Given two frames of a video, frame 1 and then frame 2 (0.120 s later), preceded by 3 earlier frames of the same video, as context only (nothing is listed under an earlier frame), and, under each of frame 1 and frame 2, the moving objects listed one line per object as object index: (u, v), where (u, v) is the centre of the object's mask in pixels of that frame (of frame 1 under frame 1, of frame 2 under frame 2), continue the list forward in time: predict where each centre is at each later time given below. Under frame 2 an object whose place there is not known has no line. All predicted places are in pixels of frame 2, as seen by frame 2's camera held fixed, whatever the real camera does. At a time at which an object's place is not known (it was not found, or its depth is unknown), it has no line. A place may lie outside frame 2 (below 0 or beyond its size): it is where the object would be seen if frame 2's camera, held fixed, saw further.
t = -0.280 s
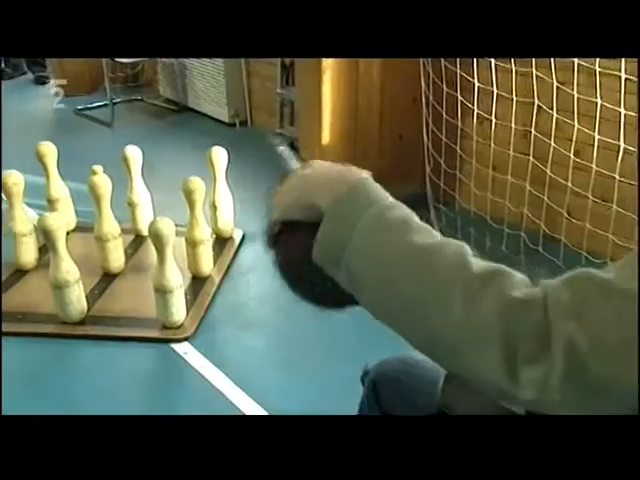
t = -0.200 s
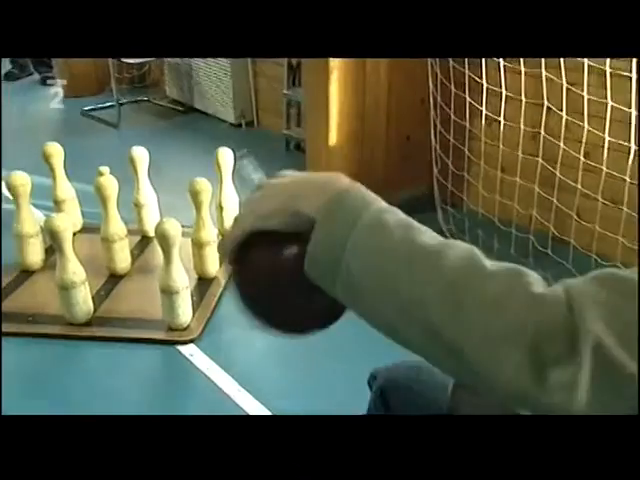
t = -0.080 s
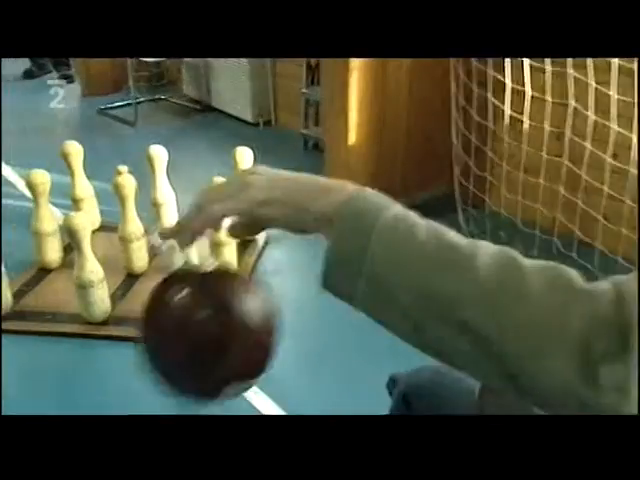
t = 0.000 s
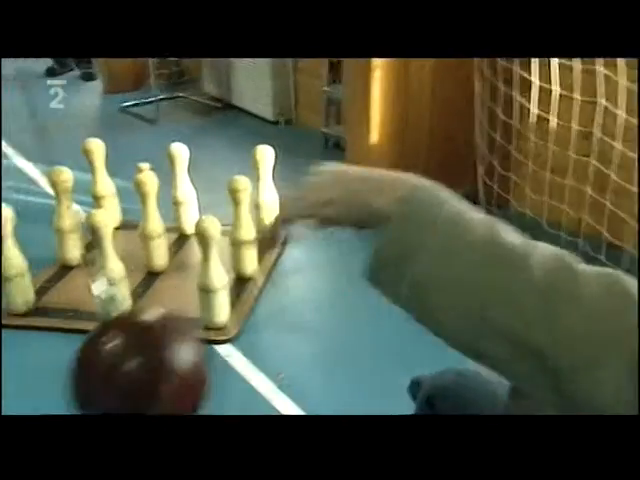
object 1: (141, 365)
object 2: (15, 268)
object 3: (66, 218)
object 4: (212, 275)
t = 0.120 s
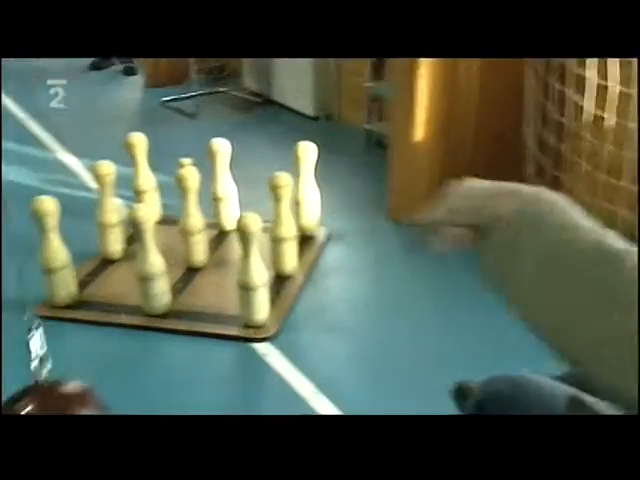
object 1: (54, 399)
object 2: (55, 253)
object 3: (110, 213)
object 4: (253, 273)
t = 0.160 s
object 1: (20, 408)
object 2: (56, 253)
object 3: (110, 213)
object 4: (253, 273)
